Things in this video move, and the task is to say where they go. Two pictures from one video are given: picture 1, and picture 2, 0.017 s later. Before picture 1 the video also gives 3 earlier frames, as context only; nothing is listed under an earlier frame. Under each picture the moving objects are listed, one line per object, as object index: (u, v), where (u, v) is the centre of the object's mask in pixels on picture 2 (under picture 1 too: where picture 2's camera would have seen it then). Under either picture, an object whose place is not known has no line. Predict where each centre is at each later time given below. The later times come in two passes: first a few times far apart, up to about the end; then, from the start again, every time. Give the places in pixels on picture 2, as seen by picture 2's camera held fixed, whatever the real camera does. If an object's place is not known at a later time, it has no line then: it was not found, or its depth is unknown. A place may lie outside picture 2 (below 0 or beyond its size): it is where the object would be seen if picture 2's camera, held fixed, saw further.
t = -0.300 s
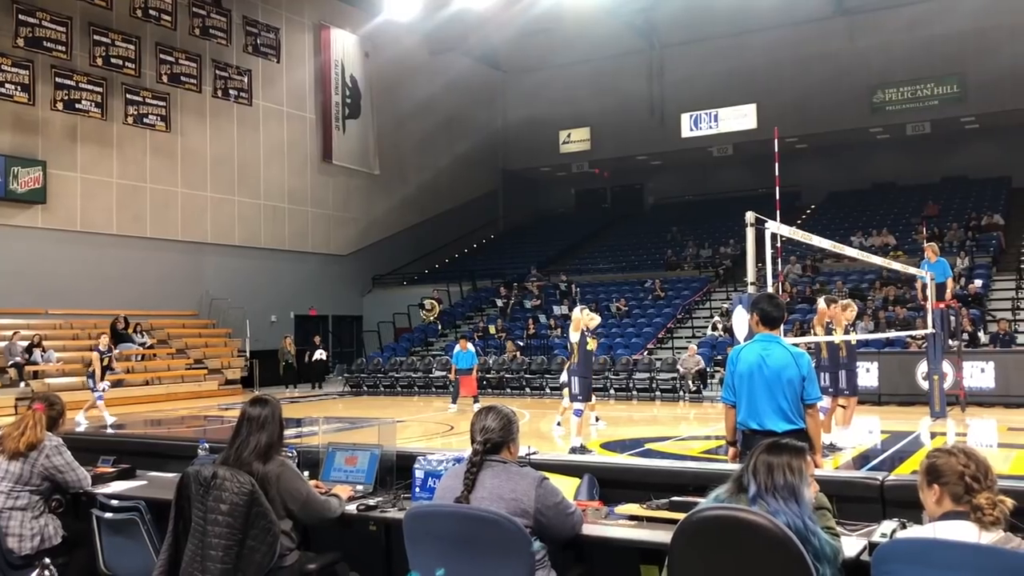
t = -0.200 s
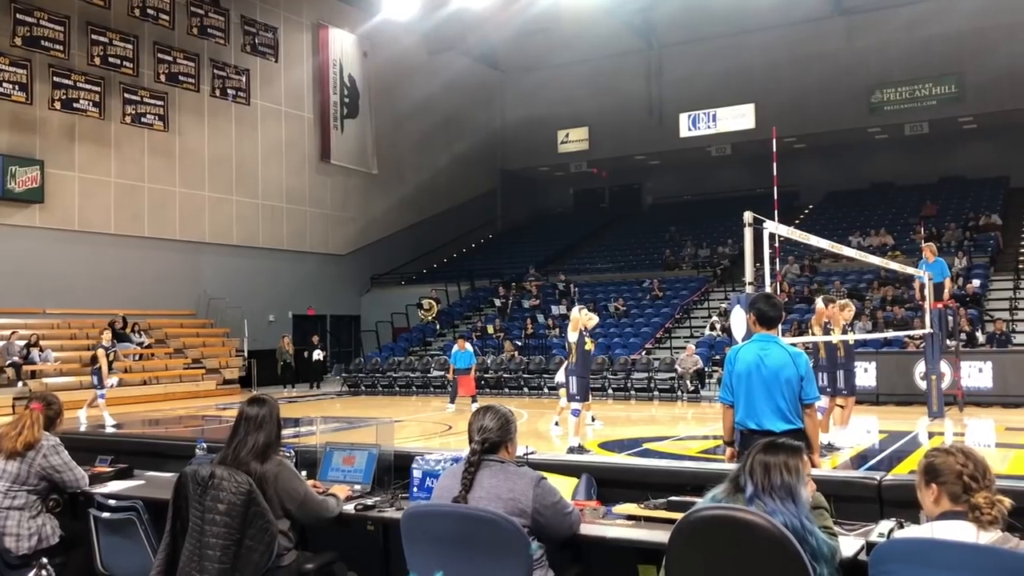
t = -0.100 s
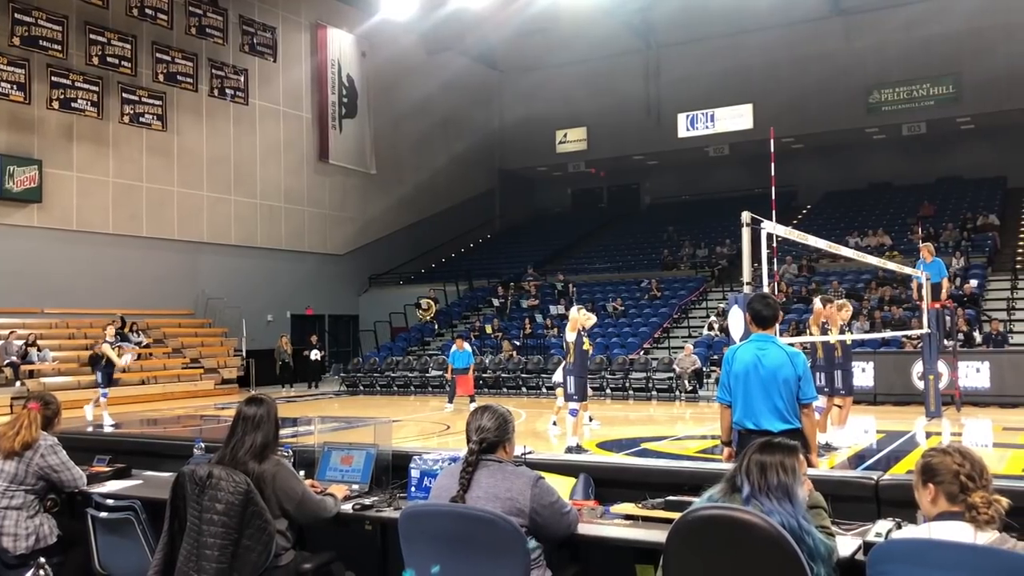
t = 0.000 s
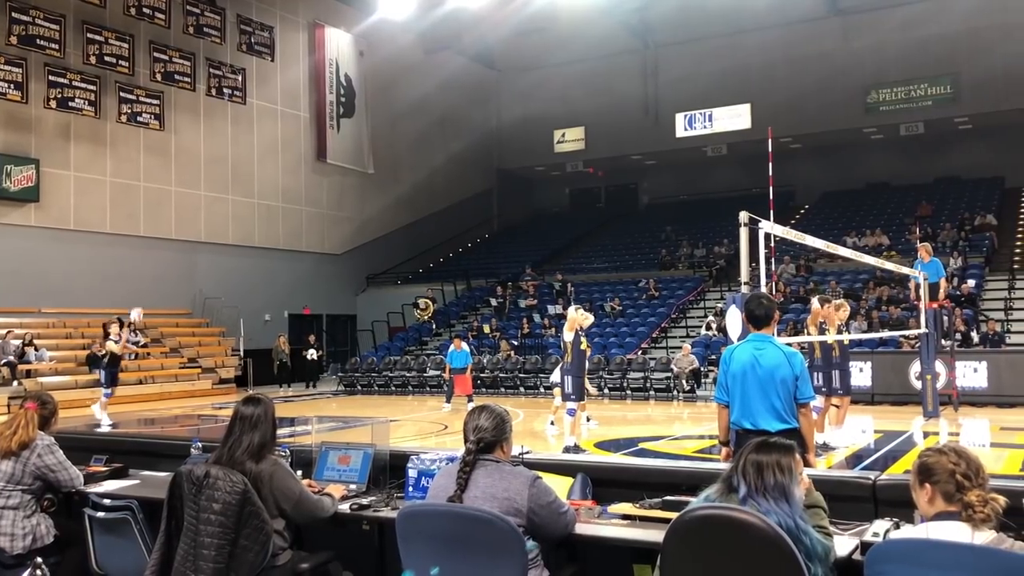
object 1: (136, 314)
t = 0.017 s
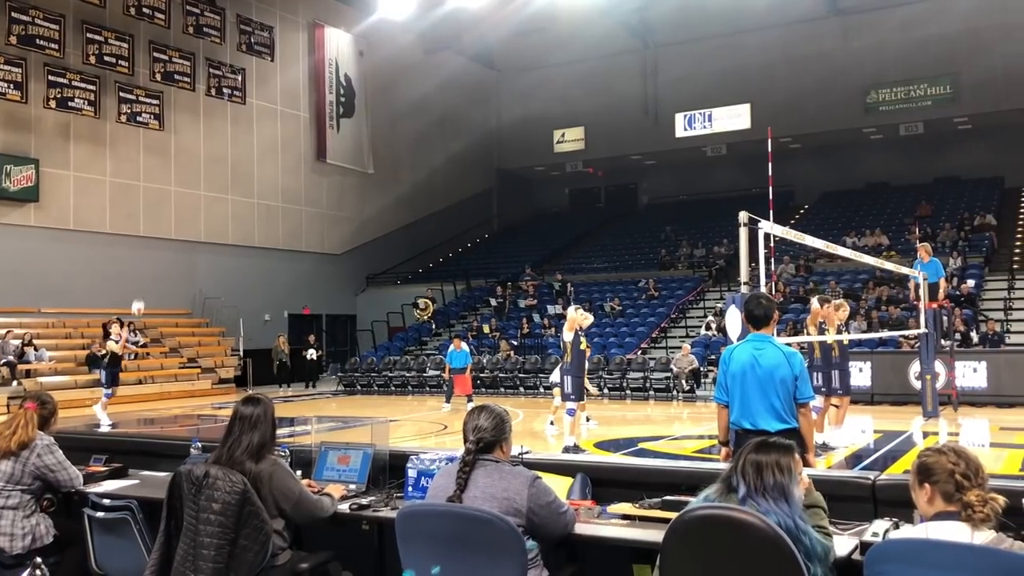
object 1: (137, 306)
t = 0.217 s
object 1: (157, 226)
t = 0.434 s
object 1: (181, 167)
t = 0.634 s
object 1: (202, 134)
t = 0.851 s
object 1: (226, 122)
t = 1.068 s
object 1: (249, 137)
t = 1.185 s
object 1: (261, 157)
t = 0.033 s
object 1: (139, 299)
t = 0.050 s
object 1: (141, 292)
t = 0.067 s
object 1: (142, 284)
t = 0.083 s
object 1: (144, 276)
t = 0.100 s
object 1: (145, 270)
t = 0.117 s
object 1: (147, 264)
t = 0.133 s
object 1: (149, 257)
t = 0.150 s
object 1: (151, 251)
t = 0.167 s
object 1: (152, 244)
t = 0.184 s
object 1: (154, 238)
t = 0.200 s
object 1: (156, 232)
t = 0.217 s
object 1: (157, 226)
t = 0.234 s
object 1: (159, 221)
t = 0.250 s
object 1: (161, 216)
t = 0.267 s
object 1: (162, 210)
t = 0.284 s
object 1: (164, 205)
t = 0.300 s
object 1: (166, 200)
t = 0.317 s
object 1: (168, 196)
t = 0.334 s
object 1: (169, 191)
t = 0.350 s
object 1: (171, 187)
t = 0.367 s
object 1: (174, 182)
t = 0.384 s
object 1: (175, 179)
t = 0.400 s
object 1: (177, 174)
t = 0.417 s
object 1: (179, 171)
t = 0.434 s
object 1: (181, 167)
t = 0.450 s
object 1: (182, 163)
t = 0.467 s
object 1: (184, 159)
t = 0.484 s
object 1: (186, 156)
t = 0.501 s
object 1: (188, 153)
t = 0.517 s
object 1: (189, 151)
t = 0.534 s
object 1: (191, 148)
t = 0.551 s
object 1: (193, 145)
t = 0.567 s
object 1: (195, 143)
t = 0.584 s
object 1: (197, 140)
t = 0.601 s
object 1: (199, 138)
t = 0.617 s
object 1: (201, 136)
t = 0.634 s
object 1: (202, 134)
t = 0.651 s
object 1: (204, 132)
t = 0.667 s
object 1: (206, 130)
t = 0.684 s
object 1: (208, 129)
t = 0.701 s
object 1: (210, 128)
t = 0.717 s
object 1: (211, 126)
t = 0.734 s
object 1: (213, 125)
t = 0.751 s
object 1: (215, 125)
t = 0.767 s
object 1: (217, 124)
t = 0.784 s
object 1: (219, 124)
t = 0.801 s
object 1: (221, 123)
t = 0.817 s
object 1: (222, 122)
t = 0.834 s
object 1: (223, 122)
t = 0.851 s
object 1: (226, 122)
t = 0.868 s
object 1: (228, 122)
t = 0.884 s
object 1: (229, 123)
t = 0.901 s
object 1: (231, 124)
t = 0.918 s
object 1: (233, 124)
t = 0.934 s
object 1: (235, 125)
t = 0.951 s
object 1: (236, 126)
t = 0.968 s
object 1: (239, 127)
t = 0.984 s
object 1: (240, 128)
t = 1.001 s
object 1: (242, 129)
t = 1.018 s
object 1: (243, 131)
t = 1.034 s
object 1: (245, 133)
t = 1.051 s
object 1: (247, 135)
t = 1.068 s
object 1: (249, 137)
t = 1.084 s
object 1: (251, 140)
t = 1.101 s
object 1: (253, 142)
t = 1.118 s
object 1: (254, 144)
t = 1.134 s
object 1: (256, 148)
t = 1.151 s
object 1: (258, 151)
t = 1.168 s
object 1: (259, 153)
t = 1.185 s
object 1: (261, 157)
